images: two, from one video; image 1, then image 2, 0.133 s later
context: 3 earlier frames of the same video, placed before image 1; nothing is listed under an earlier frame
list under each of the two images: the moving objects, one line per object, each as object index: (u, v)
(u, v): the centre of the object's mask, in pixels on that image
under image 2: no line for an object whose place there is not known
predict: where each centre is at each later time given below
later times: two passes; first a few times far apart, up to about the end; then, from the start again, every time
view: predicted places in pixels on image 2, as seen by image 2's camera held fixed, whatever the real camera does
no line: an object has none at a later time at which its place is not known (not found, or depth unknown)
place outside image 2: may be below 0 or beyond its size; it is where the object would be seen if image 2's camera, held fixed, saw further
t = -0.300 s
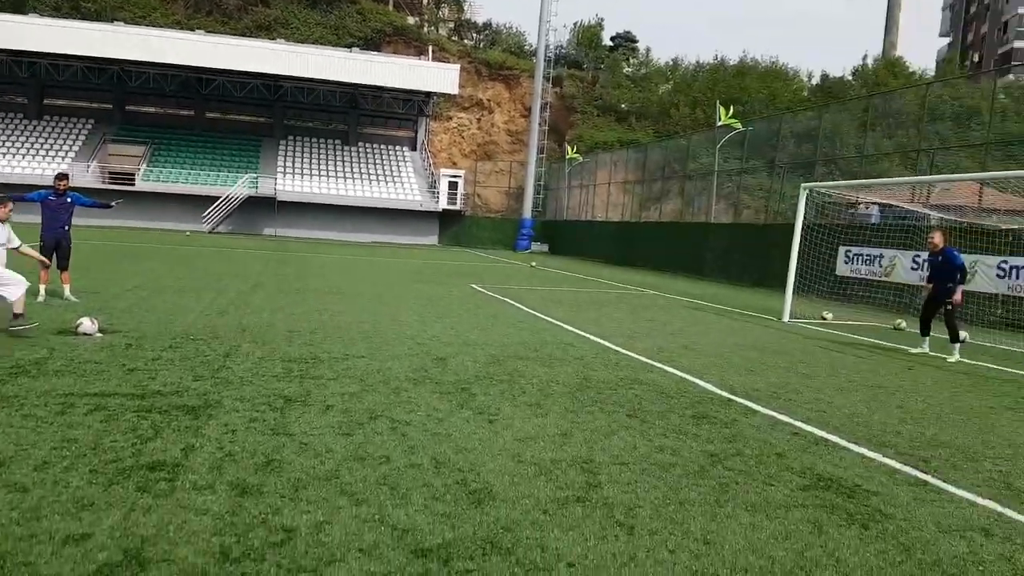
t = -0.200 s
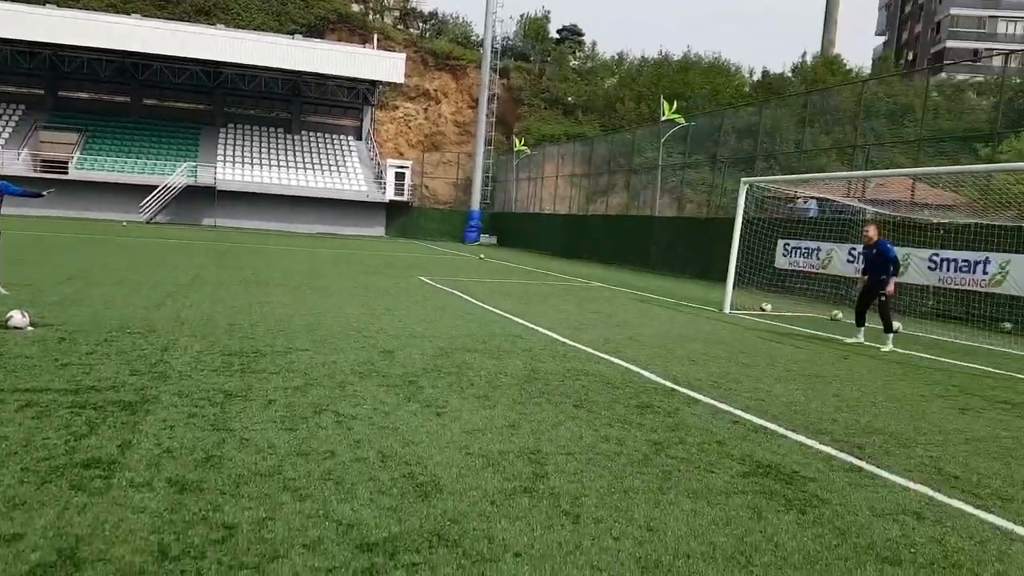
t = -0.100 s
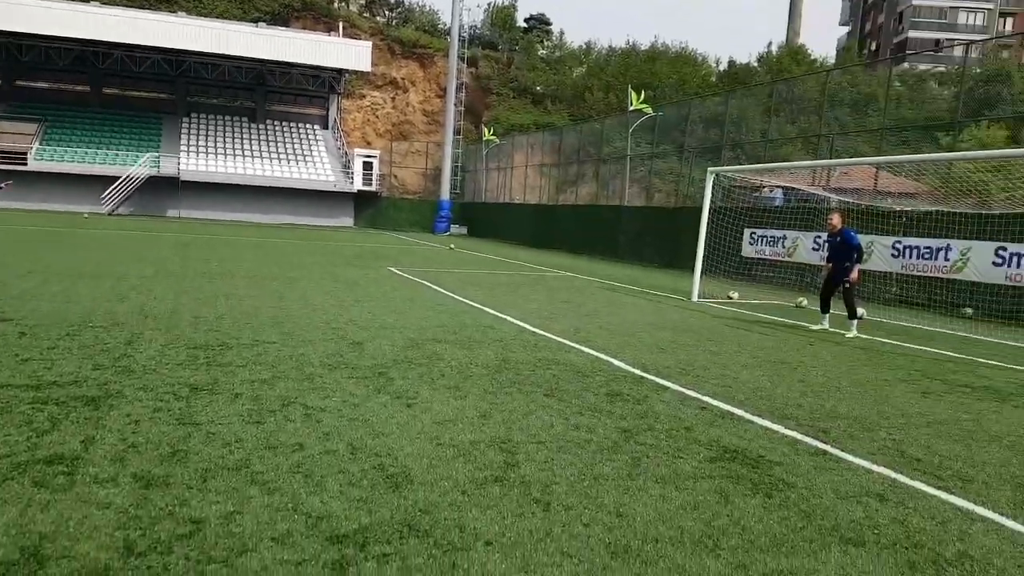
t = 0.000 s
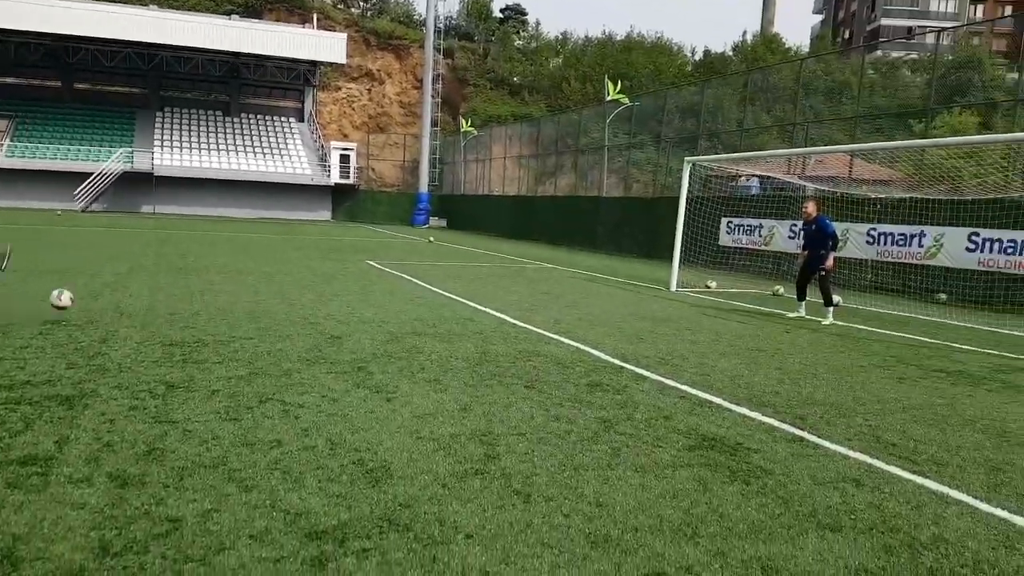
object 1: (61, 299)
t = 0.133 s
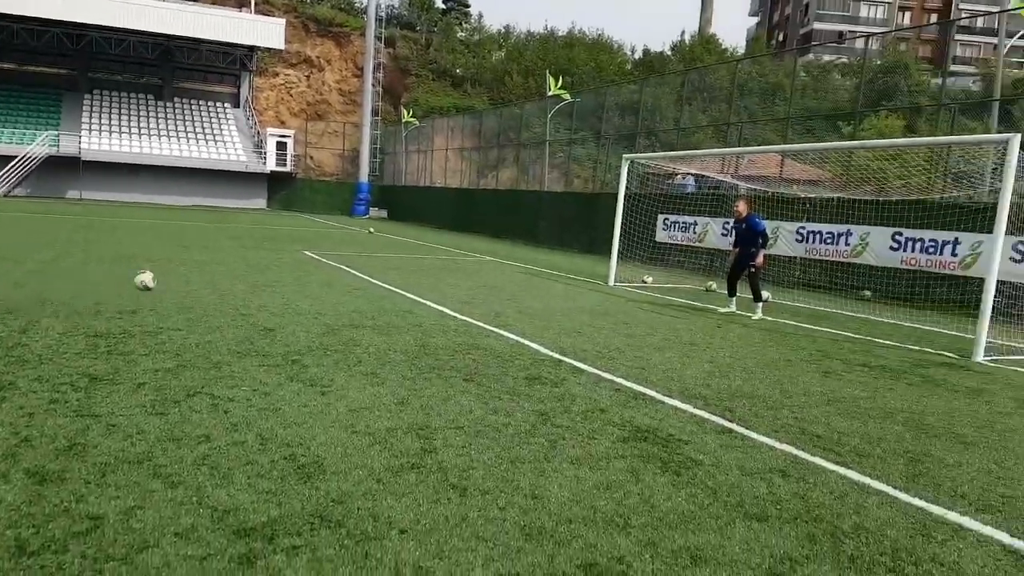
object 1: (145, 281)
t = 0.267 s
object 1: (291, 288)
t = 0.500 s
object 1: (490, 306)
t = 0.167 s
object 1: (183, 281)
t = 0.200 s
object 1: (219, 283)
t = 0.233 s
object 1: (256, 285)
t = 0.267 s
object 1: (291, 288)
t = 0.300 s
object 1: (325, 293)
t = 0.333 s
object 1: (358, 297)
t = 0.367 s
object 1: (389, 303)
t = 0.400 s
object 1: (420, 309)
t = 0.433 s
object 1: (447, 314)
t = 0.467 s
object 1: (470, 310)
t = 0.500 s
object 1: (490, 306)
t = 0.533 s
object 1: (510, 304)
